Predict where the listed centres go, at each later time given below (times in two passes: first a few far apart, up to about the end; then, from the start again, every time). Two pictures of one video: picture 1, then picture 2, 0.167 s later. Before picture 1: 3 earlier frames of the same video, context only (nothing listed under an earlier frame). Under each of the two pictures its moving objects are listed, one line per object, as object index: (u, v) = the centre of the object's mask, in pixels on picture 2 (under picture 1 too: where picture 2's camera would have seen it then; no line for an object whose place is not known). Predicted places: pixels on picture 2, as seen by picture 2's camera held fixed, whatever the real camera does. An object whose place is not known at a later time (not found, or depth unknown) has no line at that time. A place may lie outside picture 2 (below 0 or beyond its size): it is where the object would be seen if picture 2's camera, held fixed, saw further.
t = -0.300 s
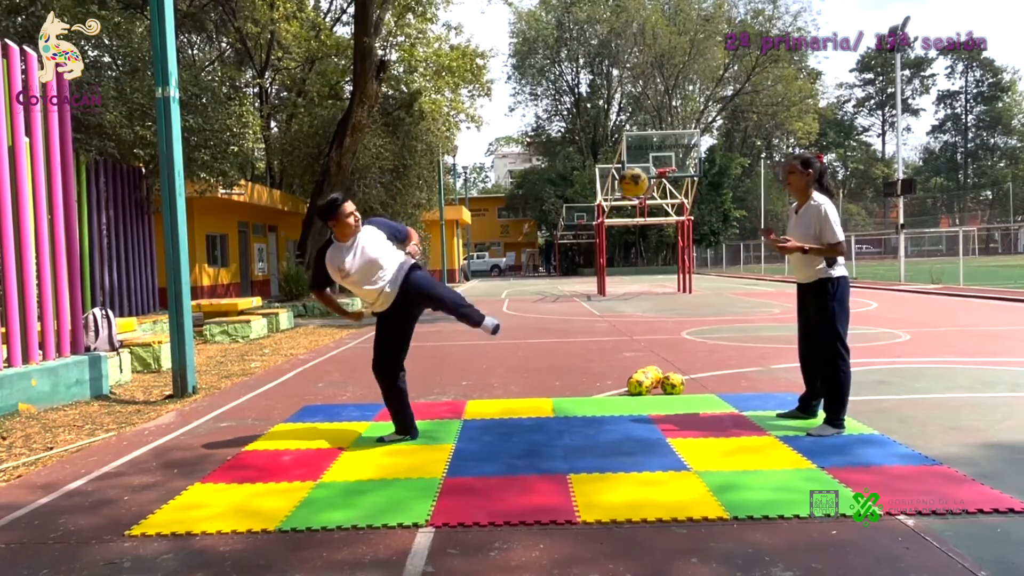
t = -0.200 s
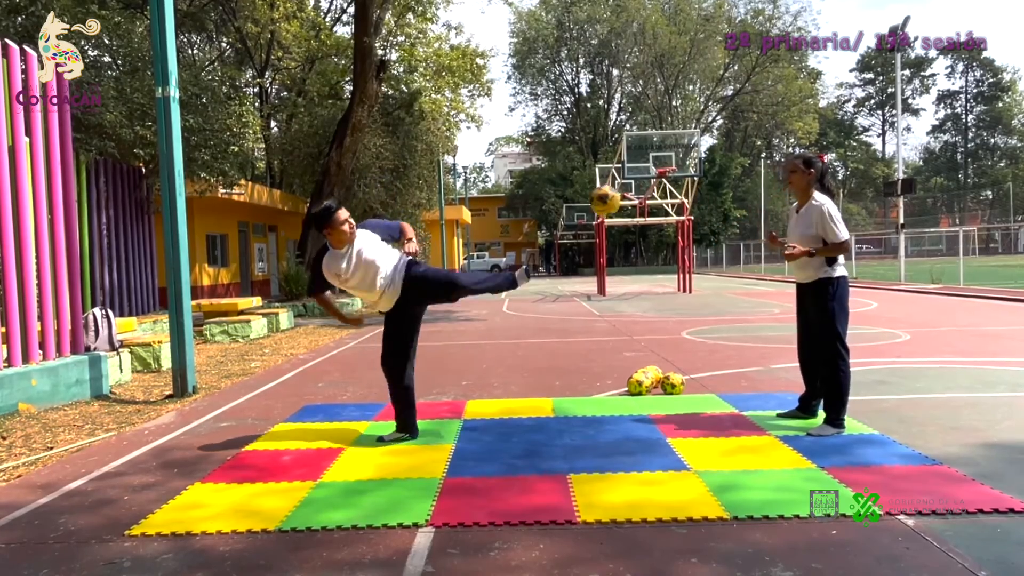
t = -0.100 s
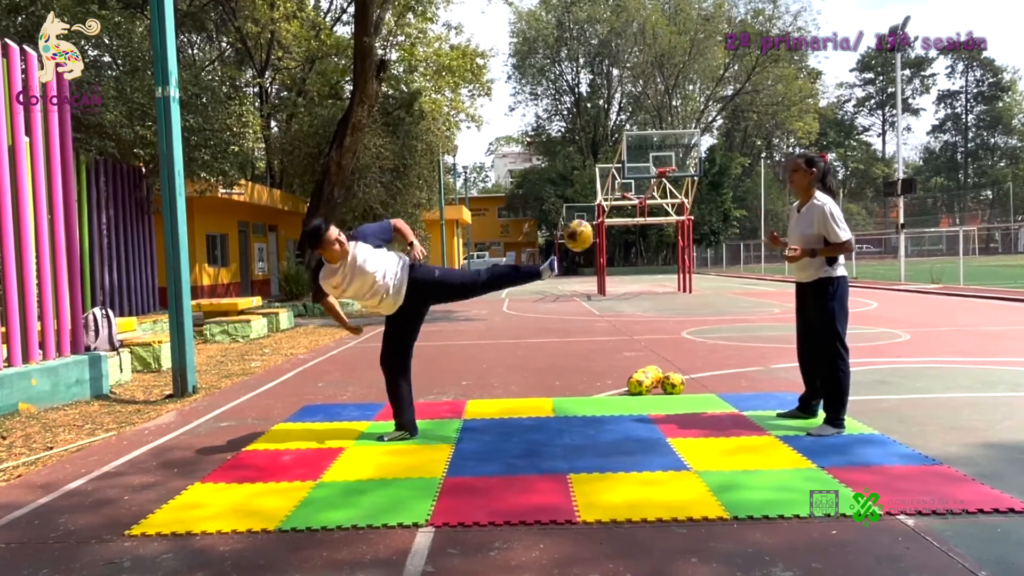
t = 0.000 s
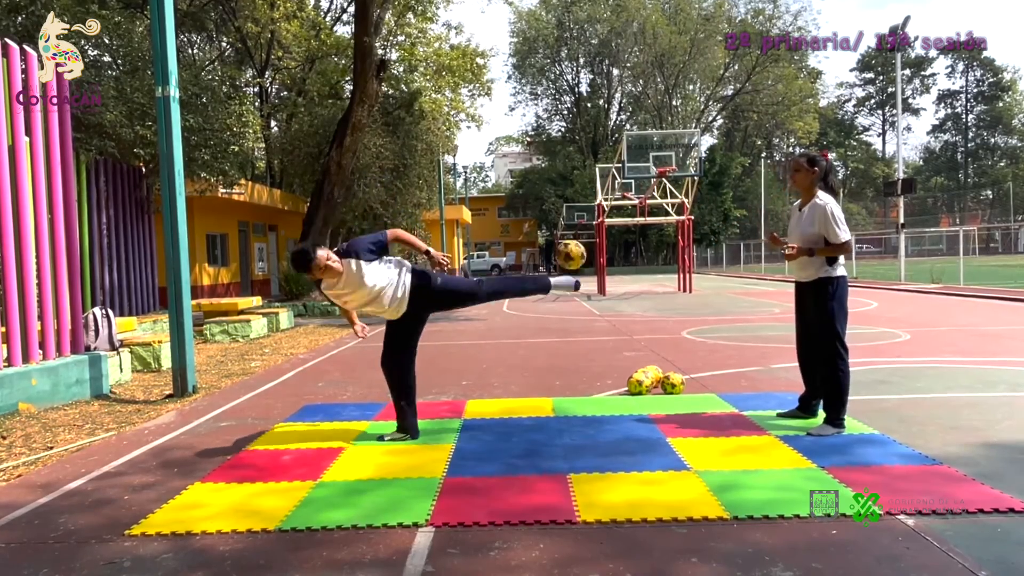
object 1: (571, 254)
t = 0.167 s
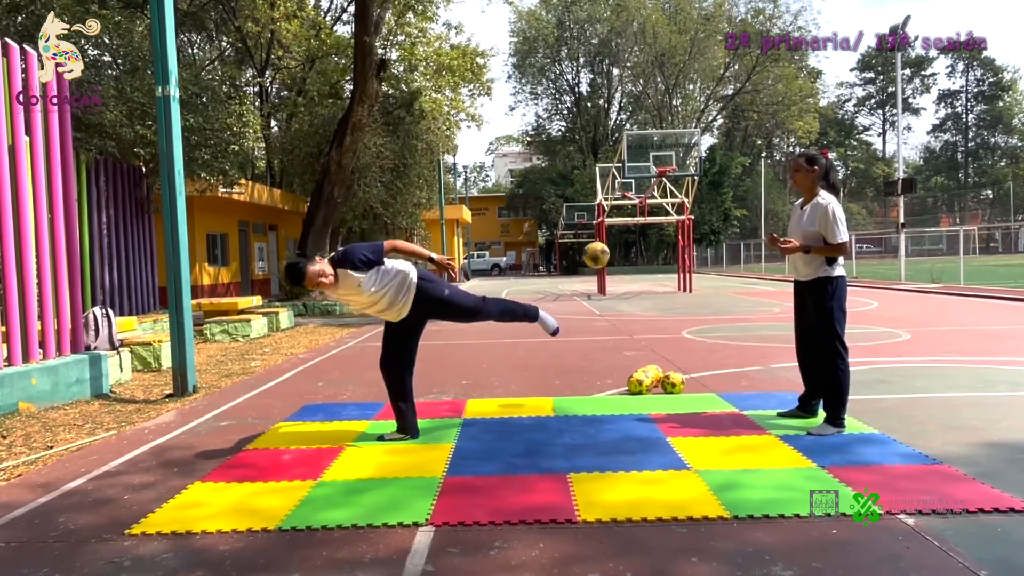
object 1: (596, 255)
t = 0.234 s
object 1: (605, 265)
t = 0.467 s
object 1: (632, 335)
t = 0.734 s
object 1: (640, 325)
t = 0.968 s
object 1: (640, 316)
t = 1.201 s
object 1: (641, 358)
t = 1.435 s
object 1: (645, 335)
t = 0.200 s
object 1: (601, 259)
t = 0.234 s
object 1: (605, 265)
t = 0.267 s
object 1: (610, 271)
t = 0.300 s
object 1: (613, 279)
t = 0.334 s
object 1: (617, 288)
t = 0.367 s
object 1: (621, 298)
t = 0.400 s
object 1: (625, 310)
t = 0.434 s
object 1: (628, 322)
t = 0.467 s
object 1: (632, 335)
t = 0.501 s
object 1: (635, 348)
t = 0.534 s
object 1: (638, 361)
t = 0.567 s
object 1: (638, 365)
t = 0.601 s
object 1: (640, 357)
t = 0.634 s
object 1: (640, 347)
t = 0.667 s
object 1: (640, 339)
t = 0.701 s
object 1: (640, 331)
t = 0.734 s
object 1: (640, 325)
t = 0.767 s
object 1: (640, 320)
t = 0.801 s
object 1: (640, 316)
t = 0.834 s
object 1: (640, 313)
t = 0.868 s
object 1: (640, 312)
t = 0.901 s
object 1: (640, 312)
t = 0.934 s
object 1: (640, 313)
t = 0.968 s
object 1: (640, 316)
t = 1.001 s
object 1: (640, 320)
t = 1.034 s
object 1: (641, 324)
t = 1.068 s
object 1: (640, 330)
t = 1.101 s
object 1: (640, 337)
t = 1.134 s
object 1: (641, 344)
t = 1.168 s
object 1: (641, 353)
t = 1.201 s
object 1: (641, 358)
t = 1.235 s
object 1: (642, 351)
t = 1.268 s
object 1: (642, 345)
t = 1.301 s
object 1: (643, 341)
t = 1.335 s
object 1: (643, 338)
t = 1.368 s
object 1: (644, 335)
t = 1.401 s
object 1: (645, 334)
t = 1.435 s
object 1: (645, 335)
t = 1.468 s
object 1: (646, 336)
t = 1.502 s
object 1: (646, 338)
